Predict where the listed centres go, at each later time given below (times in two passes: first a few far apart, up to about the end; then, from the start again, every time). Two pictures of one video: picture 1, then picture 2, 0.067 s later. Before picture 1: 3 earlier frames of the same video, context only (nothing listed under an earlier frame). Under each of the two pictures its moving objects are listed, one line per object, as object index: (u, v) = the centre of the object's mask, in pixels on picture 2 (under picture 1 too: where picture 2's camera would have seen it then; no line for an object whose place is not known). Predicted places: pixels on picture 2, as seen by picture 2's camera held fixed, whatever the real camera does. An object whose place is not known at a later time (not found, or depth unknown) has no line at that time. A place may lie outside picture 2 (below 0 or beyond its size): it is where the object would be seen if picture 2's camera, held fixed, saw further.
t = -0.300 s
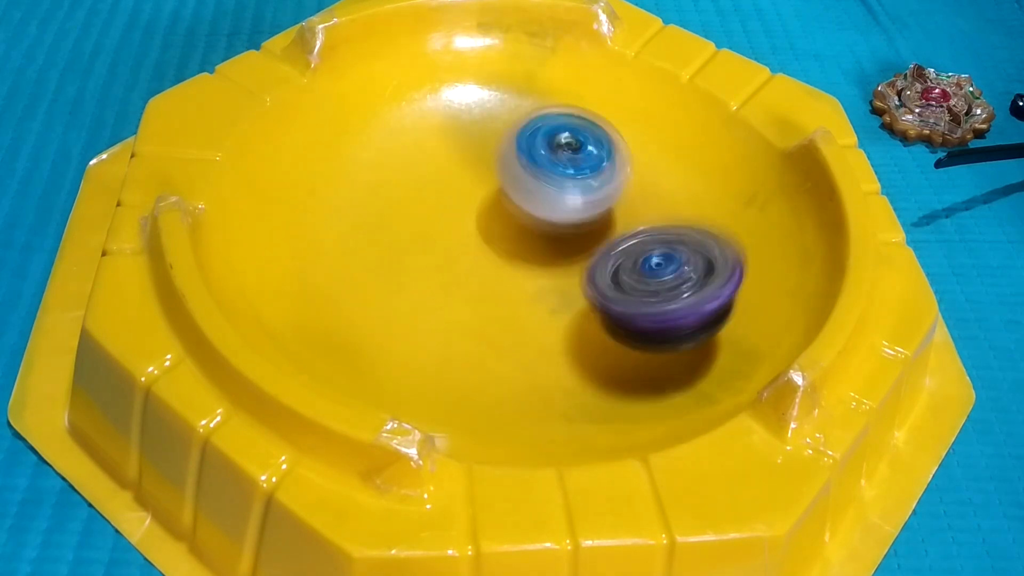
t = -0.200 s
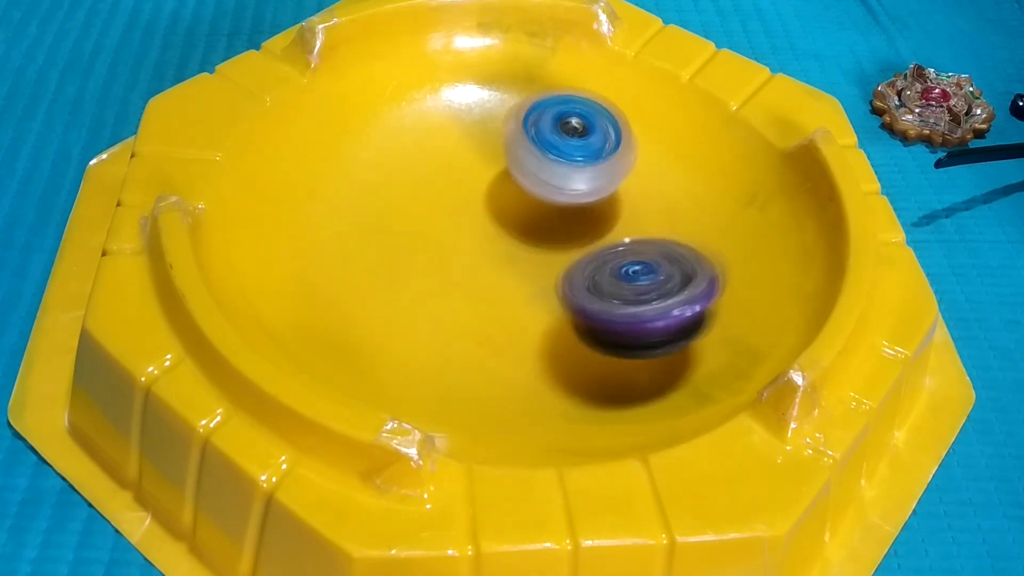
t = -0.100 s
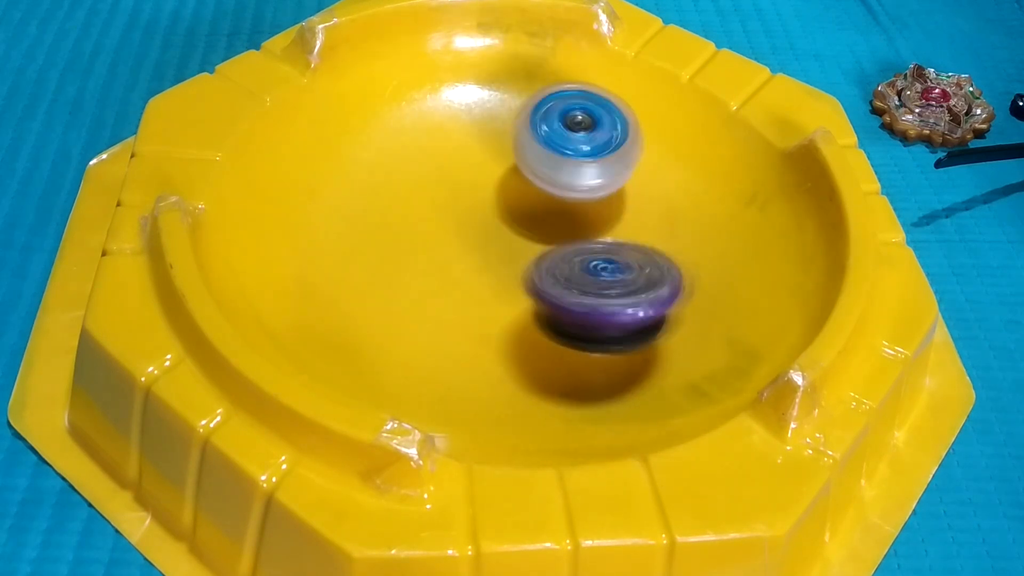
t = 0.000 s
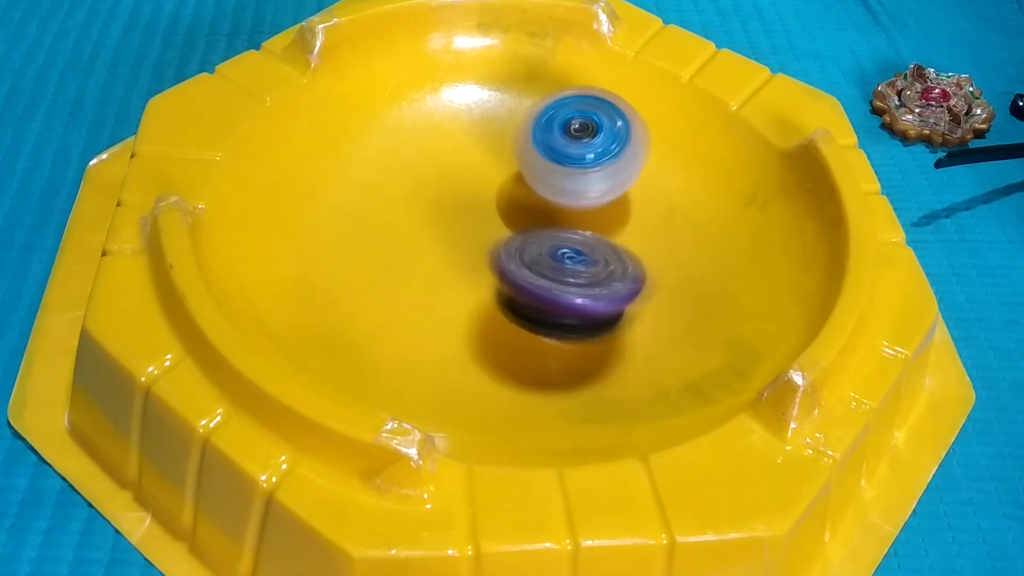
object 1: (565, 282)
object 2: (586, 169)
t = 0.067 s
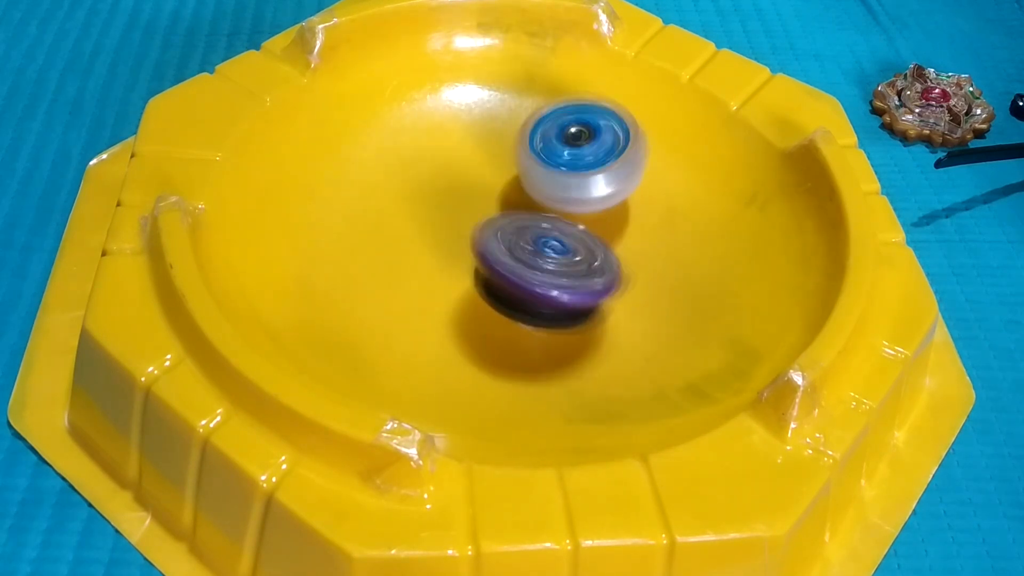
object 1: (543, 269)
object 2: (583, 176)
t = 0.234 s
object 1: (468, 273)
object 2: (616, 171)
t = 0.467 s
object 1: (480, 242)
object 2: (633, 205)
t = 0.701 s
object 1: (510, 230)
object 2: (666, 254)
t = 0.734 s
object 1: (514, 229)
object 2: (669, 261)
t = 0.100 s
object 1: (535, 263)
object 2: (587, 178)
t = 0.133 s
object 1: (520, 263)
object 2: (595, 185)
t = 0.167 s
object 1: (499, 269)
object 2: (602, 179)
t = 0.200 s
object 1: (483, 273)
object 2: (614, 173)
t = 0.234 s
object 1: (468, 273)
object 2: (616, 171)
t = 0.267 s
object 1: (460, 272)
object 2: (623, 171)
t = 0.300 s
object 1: (457, 269)
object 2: (624, 178)
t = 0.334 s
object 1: (457, 263)
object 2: (628, 177)
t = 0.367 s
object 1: (459, 258)
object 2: (629, 184)
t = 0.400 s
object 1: (465, 252)
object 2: (627, 192)
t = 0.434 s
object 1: (471, 246)
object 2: (631, 196)
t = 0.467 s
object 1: (480, 242)
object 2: (633, 205)
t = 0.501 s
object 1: (491, 238)
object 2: (631, 216)
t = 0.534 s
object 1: (497, 235)
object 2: (636, 221)
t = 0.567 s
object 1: (495, 232)
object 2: (645, 229)
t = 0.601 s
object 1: (493, 230)
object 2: (655, 238)
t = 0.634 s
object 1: (498, 229)
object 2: (659, 241)
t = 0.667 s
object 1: (503, 229)
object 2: (665, 248)
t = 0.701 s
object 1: (510, 230)
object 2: (666, 254)
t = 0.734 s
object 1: (514, 229)
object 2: (669, 261)
